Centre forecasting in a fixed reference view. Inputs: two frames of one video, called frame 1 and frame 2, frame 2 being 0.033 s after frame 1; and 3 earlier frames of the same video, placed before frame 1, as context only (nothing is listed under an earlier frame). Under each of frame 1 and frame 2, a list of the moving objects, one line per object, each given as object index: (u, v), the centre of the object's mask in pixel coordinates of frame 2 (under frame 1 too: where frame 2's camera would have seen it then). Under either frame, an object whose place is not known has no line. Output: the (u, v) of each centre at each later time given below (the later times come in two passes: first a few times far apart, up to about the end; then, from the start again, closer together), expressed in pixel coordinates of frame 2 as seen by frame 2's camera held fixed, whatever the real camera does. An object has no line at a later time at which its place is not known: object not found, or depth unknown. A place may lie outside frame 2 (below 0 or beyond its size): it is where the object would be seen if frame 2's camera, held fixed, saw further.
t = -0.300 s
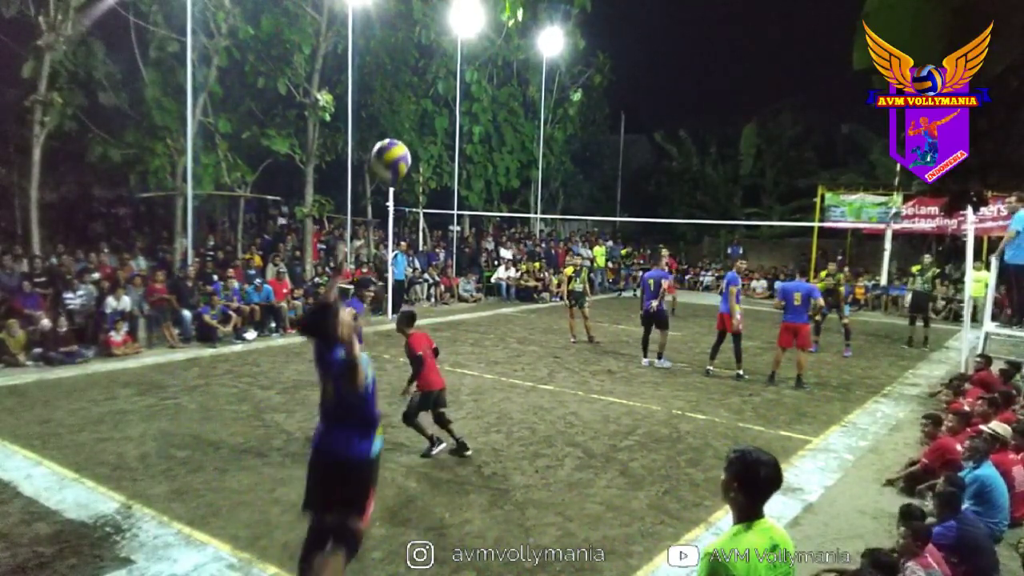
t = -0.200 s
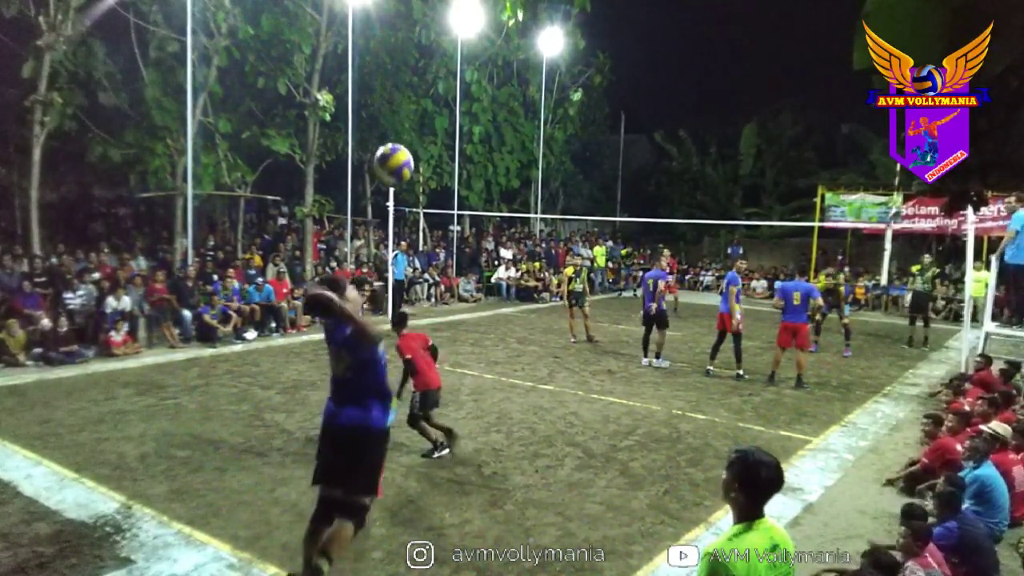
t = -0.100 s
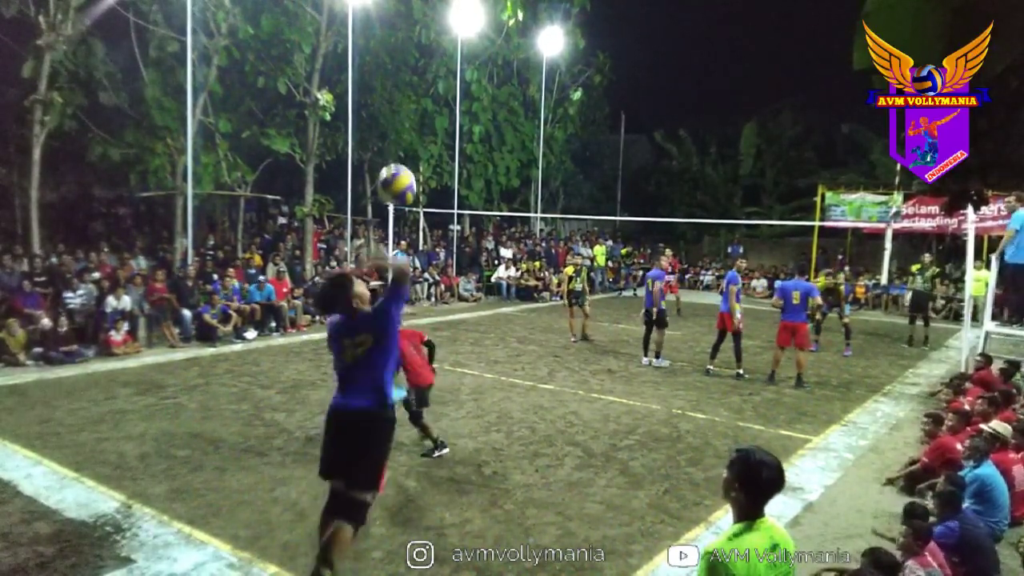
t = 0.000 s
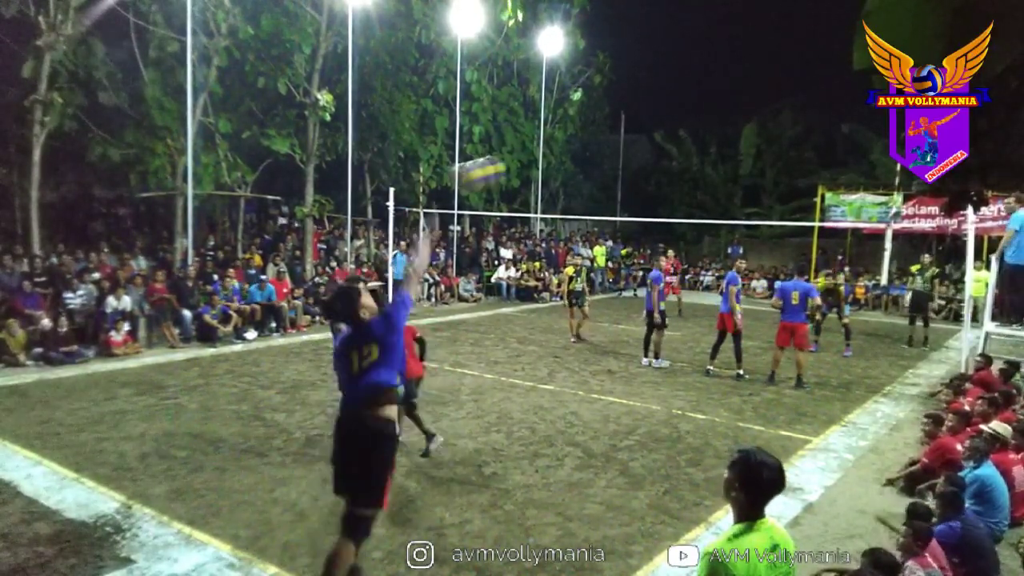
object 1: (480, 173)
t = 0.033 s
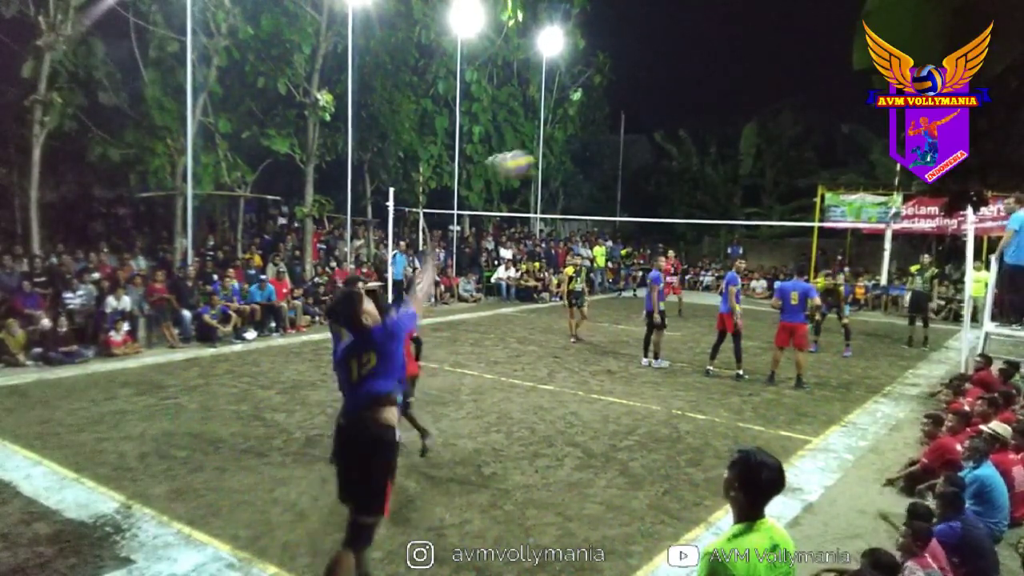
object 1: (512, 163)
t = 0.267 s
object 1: (649, 151)
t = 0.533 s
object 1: (714, 189)
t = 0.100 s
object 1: (566, 152)
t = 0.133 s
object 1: (587, 150)
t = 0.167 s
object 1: (605, 148)
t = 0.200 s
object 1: (623, 148)
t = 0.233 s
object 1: (637, 149)
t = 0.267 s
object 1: (649, 151)
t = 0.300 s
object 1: (662, 153)
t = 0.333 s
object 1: (672, 157)
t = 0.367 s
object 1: (681, 161)
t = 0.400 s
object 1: (689, 167)
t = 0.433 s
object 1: (696, 171)
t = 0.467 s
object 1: (703, 177)
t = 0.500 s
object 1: (709, 183)
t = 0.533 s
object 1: (714, 189)
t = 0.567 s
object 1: (719, 194)
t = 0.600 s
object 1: (723, 201)
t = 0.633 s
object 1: (726, 207)
